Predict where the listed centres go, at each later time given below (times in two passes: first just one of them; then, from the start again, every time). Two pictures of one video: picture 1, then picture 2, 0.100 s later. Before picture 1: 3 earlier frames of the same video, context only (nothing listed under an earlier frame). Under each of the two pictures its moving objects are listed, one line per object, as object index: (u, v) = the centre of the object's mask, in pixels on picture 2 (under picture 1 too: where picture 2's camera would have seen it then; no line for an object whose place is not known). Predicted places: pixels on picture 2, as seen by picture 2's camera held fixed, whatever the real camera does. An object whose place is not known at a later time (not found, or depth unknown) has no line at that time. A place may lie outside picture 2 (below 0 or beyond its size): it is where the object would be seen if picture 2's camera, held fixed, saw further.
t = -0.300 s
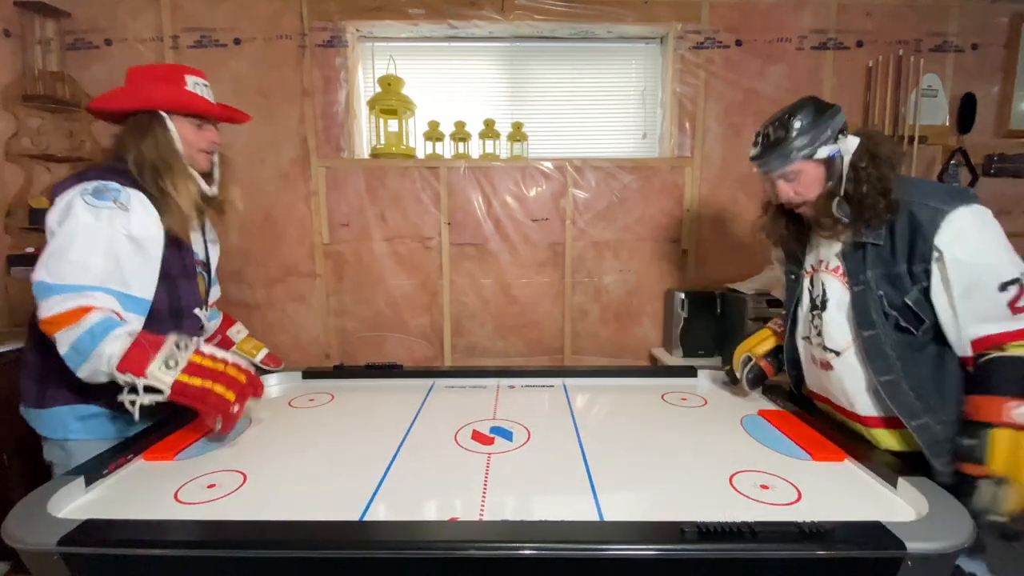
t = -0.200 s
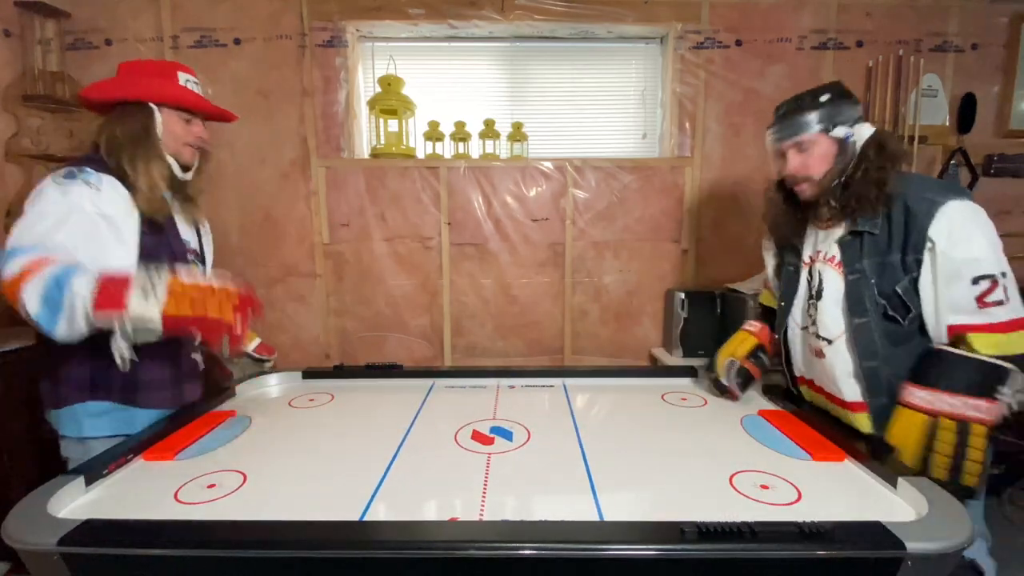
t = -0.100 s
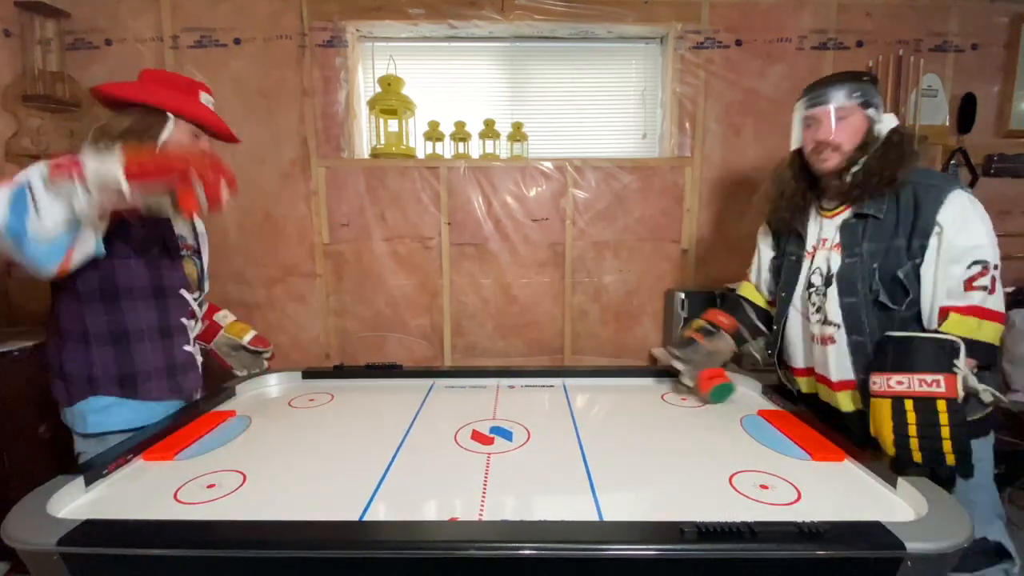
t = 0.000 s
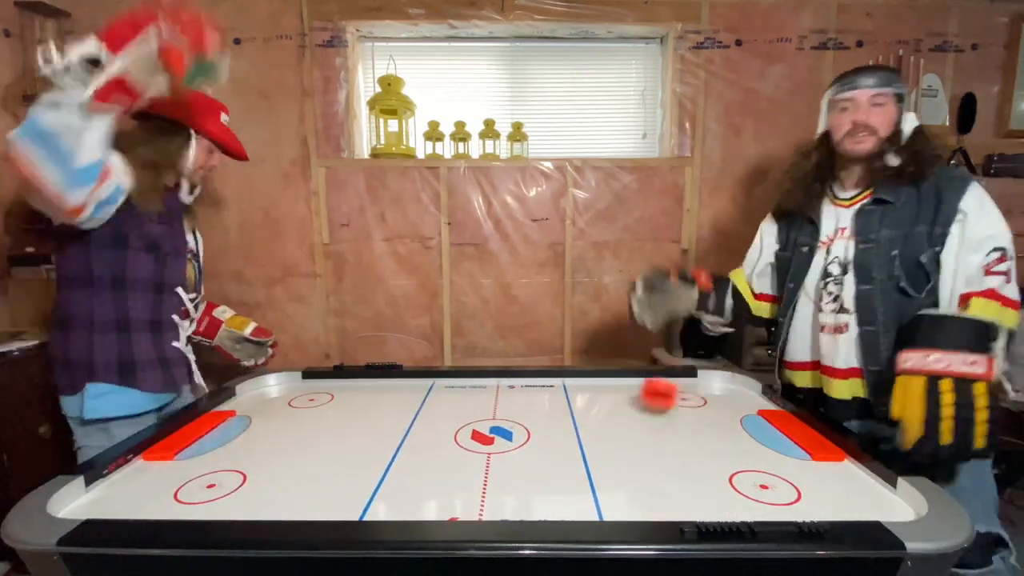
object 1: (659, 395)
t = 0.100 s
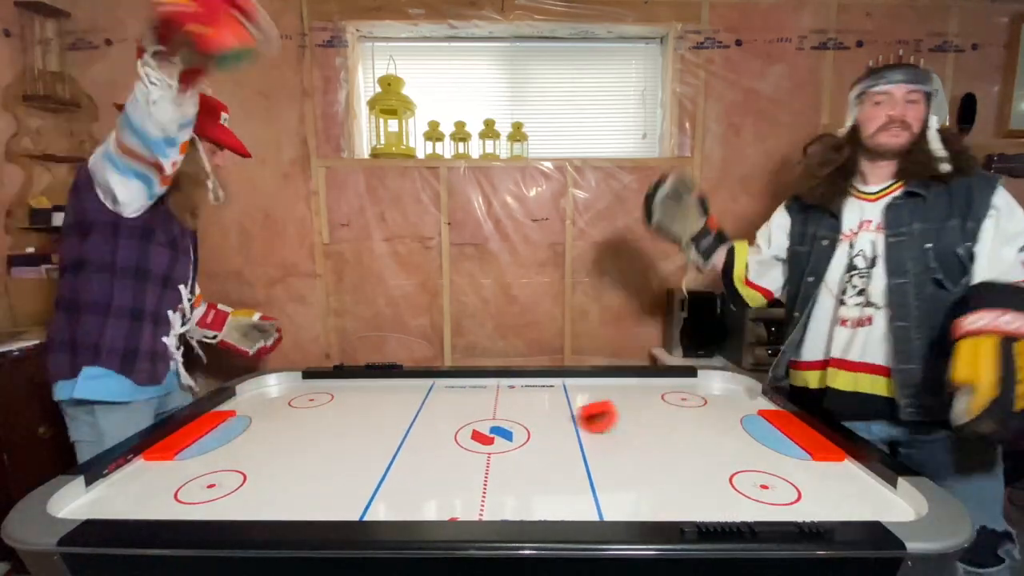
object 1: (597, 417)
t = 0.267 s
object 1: (498, 438)
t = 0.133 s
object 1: (576, 417)
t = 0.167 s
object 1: (556, 418)
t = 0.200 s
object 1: (537, 422)
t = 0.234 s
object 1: (518, 429)
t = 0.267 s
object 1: (498, 438)
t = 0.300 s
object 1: (481, 439)
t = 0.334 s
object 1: (464, 442)
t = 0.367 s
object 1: (449, 446)
